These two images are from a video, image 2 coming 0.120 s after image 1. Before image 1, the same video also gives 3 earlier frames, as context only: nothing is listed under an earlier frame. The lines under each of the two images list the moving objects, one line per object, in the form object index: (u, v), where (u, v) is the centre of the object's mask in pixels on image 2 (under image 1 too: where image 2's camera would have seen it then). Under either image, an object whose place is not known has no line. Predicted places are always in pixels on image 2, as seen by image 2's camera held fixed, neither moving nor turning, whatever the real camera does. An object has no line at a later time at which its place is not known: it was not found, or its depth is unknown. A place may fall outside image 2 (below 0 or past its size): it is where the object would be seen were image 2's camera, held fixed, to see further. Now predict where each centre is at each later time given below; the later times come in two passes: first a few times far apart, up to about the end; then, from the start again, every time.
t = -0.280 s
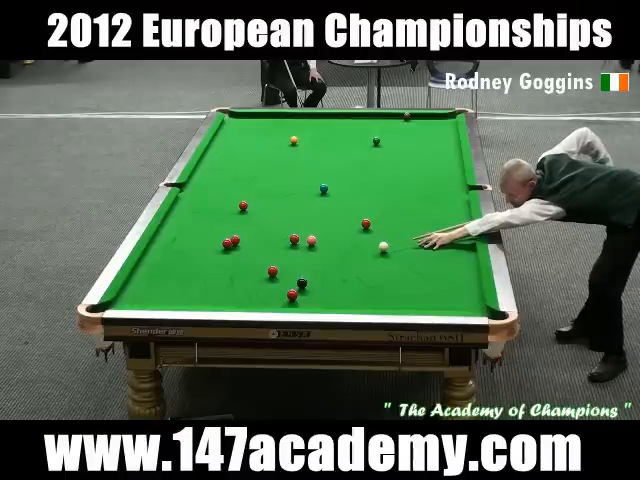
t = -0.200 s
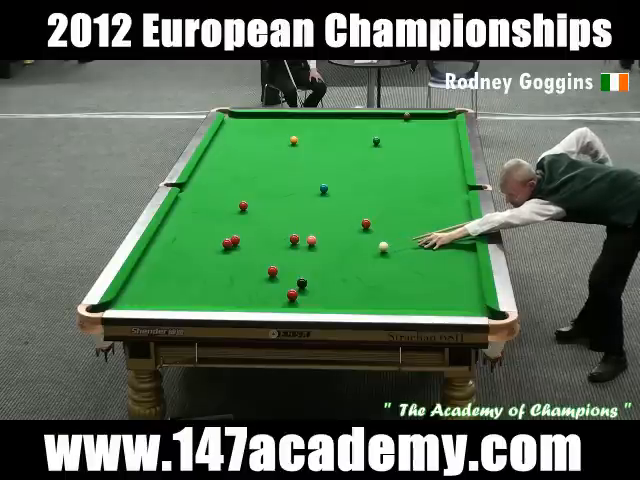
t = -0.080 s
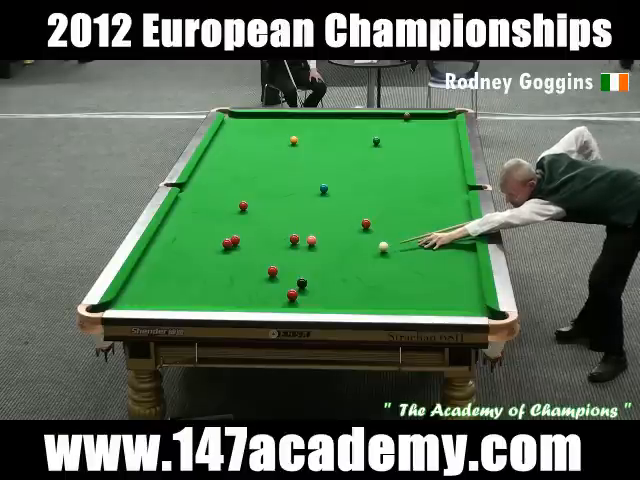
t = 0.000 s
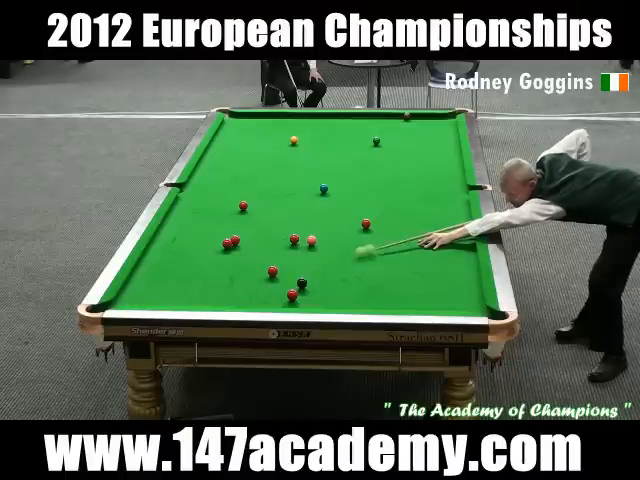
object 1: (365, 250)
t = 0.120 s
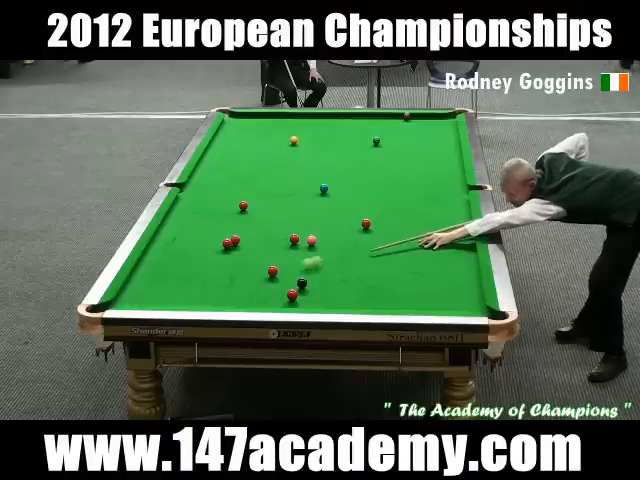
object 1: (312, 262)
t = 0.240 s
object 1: (280, 269)
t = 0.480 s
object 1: (274, 270)
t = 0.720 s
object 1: (268, 271)
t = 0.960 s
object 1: (264, 273)
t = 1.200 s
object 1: (260, 274)
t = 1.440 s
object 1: (258, 275)
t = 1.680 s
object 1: (255, 275)
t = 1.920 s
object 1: (254, 275)
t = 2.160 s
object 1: (254, 276)
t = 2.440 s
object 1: (254, 276)
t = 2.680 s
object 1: (254, 276)
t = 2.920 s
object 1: (254, 276)
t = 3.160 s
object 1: (254, 276)
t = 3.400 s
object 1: (254, 276)
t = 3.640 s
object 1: (254, 276)
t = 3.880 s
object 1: (254, 276)
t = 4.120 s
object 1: (253, 275)
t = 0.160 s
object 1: (295, 265)
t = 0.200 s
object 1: (282, 268)
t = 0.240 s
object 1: (280, 269)
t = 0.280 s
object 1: (279, 269)
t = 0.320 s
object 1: (278, 269)
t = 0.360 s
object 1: (277, 269)
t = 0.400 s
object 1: (276, 270)
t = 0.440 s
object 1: (275, 270)
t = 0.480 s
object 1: (274, 270)
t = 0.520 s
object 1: (273, 270)
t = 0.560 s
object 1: (272, 271)
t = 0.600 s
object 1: (271, 271)
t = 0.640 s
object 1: (270, 271)
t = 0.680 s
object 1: (269, 271)
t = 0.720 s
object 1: (268, 271)
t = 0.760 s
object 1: (268, 272)
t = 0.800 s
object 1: (267, 272)
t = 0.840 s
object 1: (266, 272)
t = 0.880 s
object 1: (265, 272)
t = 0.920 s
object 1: (265, 273)
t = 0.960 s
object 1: (264, 273)
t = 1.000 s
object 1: (264, 273)
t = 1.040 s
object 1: (263, 273)
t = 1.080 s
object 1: (262, 273)
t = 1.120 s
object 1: (262, 273)
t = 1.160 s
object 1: (261, 273)
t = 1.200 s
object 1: (260, 274)
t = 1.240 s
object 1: (260, 274)
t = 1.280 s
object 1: (259, 274)
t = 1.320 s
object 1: (259, 274)
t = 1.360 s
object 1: (258, 274)
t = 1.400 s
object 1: (258, 274)
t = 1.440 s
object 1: (258, 275)
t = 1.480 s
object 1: (257, 275)
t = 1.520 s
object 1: (257, 275)
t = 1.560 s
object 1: (256, 275)
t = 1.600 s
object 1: (256, 275)
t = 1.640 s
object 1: (256, 275)
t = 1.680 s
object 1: (255, 275)
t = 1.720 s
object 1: (255, 275)
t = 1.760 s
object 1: (255, 275)
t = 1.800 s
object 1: (255, 275)
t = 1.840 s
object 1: (255, 275)
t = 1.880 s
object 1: (254, 275)
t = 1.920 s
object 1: (254, 275)
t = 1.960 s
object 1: (254, 275)
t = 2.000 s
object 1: (254, 275)
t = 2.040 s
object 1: (254, 275)
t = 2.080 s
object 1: (254, 275)
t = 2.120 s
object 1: (254, 275)
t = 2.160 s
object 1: (254, 276)
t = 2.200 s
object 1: (254, 276)
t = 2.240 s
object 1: (254, 276)
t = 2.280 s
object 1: (254, 276)
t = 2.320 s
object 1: (254, 276)
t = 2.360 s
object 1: (254, 276)
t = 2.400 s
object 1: (254, 276)
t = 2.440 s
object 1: (254, 276)
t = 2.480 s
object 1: (254, 276)
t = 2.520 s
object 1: (254, 276)
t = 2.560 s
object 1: (254, 276)
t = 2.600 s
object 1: (254, 276)
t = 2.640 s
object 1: (254, 276)
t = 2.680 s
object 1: (254, 276)
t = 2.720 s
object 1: (254, 276)
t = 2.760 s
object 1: (254, 276)
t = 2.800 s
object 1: (254, 276)
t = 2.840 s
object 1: (254, 276)
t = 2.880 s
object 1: (254, 276)
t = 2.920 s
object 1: (254, 276)
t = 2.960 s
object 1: (254, 276)
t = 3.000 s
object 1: (254, 276)
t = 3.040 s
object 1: (254, 276)
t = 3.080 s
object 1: (254, 276)
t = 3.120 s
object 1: (254, 276)
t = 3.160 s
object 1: (254, 276)
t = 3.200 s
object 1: (254, 276)
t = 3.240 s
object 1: (254, 276)
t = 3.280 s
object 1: (254, 276)
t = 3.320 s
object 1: (254, 276)
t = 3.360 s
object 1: (254, 276)
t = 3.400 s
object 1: (254, 276)
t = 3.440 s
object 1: (254, 276)
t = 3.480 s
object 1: (254, 276)
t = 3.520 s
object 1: (254, 276)
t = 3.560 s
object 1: (254, 276)
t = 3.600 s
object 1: (254, 276)
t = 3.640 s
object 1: (254, 276)
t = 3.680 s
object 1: (254, 276)
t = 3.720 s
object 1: (254, 276)
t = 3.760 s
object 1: (254, 276)
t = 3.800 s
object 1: (254, 276)
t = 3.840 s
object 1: (254, 276)
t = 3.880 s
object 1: (254, 276)
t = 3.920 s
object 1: (254, 276)
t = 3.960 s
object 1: (254, 276)
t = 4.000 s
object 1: (254, 276)
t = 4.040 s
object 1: (254, 276)
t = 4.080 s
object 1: (254, 276)
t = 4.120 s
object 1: (253, 275)
